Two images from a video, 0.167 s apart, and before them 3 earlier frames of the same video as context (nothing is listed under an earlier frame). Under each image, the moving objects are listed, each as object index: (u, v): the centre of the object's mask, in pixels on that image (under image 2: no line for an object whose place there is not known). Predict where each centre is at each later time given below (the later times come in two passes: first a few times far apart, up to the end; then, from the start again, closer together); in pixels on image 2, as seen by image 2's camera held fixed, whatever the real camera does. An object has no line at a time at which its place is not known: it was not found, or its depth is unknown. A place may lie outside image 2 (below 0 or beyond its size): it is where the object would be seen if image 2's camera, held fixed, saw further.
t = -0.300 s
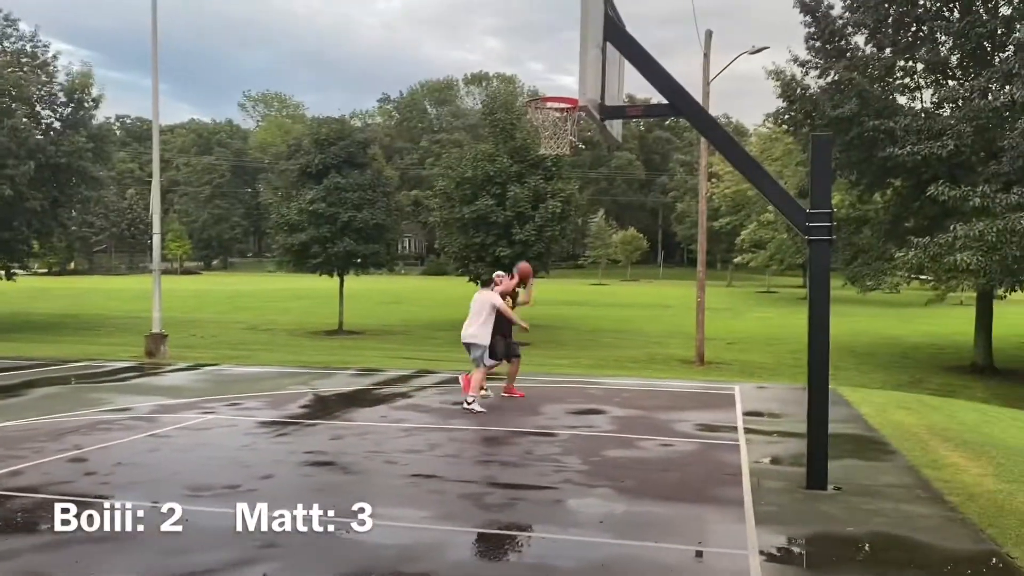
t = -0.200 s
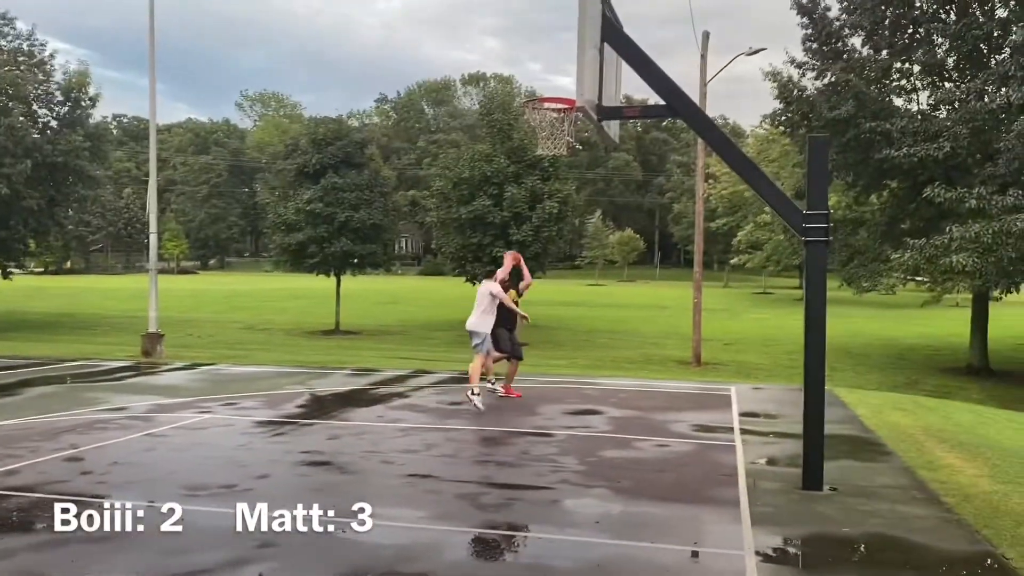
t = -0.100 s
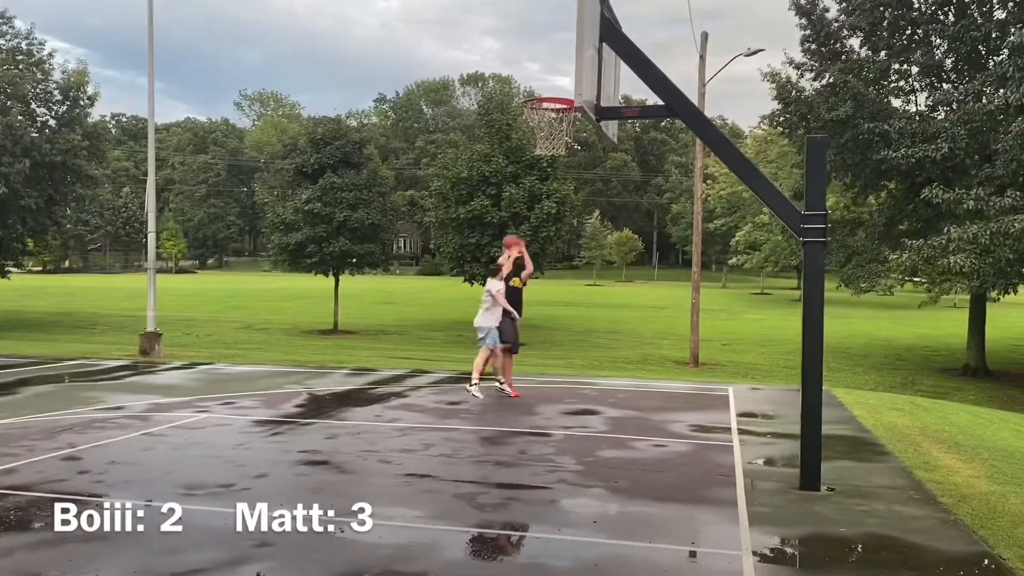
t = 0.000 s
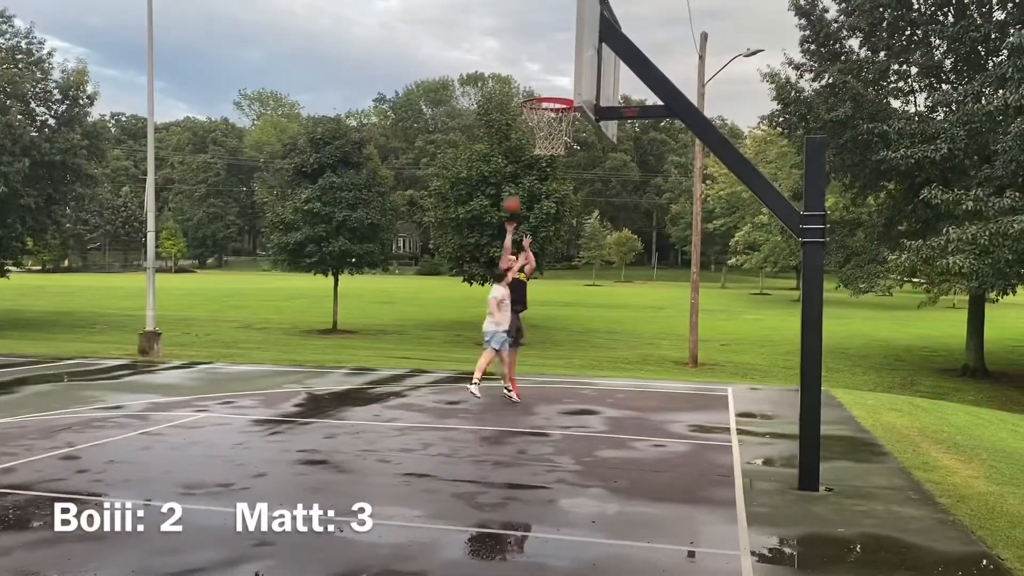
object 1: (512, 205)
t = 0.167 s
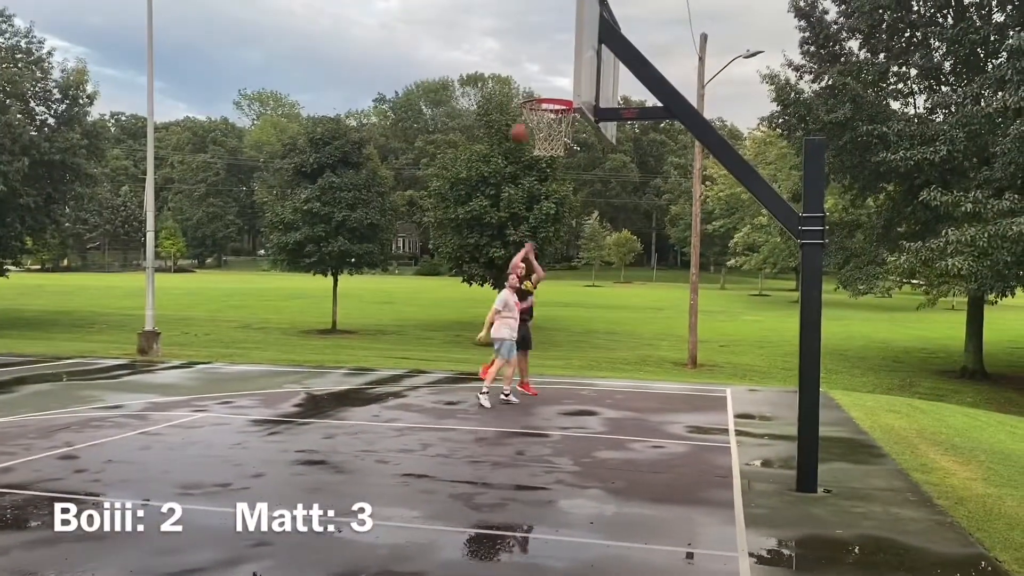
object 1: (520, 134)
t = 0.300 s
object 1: (524, 86)
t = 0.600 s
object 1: (538, 17)
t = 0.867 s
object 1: (552, 19)
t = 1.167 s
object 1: (556, 92)
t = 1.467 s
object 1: (459, 92)
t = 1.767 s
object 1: (374, 177)
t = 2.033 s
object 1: (305, 322)
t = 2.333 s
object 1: (243, 352)
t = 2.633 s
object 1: (192, 269)
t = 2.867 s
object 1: (155, 265)
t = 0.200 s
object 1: (520, 121)
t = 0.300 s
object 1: (524, 86)
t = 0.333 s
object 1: (525, 75)
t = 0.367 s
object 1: (527, 65)
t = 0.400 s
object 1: (528, 56)
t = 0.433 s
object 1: (530, 47)
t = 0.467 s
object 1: (532, 40)
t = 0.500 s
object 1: (533, 33)
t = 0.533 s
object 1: (535, 27)
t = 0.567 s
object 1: (537, 22)
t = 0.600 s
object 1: (538, 17)
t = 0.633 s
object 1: (540, 14)
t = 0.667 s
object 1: (542, 12)
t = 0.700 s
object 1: (543, 10)
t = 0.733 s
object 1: (545, 10)
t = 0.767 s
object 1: (546, 10)
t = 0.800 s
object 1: (548, 12)
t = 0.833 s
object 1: (550, 15)
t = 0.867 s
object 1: (552, 19)
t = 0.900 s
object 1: (553, 24)
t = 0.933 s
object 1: (555, 32)
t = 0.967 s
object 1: (557, 40)
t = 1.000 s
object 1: (558, 50)
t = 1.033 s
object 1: (560, 61)
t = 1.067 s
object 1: (561, 74)
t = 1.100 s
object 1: (562, 88)
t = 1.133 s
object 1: (561, 92)
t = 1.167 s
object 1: (556, 92)
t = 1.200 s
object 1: (544, 89)
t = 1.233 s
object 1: (533, 87)
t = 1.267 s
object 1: (523, 85)
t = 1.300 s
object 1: (512, 83)
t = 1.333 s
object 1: (502, 82)
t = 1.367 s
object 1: (491, 83)
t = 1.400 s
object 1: (481, 85)
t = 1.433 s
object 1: (471, 88)
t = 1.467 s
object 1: (459, 92)
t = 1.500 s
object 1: (449, 97)
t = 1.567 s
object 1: (429, 112)
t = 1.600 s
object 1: (420, 120)
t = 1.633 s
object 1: (412, 130)
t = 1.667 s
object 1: (402, 141)
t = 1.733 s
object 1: (383, 164)
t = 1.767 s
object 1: (374, 177)
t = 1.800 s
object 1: (365, 191)
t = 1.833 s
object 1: (356, 207)
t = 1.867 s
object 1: (347, 224)
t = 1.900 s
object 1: (338, 242)
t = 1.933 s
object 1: (330, 259)
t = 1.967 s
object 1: (321, 280)
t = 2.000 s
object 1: (313, 301)
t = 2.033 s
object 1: (305, 322)
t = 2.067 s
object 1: (297, 342)
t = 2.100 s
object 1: (288, 367)
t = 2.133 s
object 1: (280, 390)
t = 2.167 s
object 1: (272, 415)
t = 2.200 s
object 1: (266, 419)
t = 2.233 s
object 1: (261, 401)
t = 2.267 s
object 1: (255, 383)
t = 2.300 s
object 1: (248, 369)
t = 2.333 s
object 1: (243, 352)
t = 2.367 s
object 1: (237, 340)
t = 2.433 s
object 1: (226, 316)
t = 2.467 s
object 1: (220, 306)
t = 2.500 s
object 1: (214, 296)
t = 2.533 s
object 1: (208, 287)
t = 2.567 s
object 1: (203, 280)
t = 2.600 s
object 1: (197, 274)
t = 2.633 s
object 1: (192, 269)
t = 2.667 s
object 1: (186, 265)
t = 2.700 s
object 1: (181, 263)
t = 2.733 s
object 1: (176, 260)
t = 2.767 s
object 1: (171, 260)
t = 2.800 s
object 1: (165, 260)
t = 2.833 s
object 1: (161, 262)
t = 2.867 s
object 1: (155, 265)
